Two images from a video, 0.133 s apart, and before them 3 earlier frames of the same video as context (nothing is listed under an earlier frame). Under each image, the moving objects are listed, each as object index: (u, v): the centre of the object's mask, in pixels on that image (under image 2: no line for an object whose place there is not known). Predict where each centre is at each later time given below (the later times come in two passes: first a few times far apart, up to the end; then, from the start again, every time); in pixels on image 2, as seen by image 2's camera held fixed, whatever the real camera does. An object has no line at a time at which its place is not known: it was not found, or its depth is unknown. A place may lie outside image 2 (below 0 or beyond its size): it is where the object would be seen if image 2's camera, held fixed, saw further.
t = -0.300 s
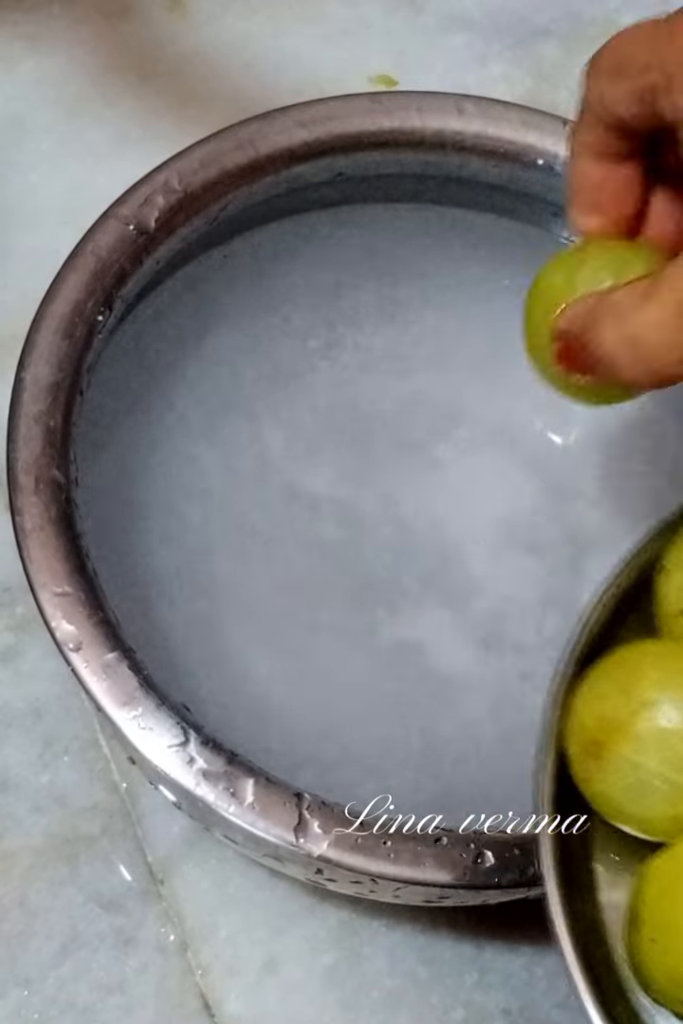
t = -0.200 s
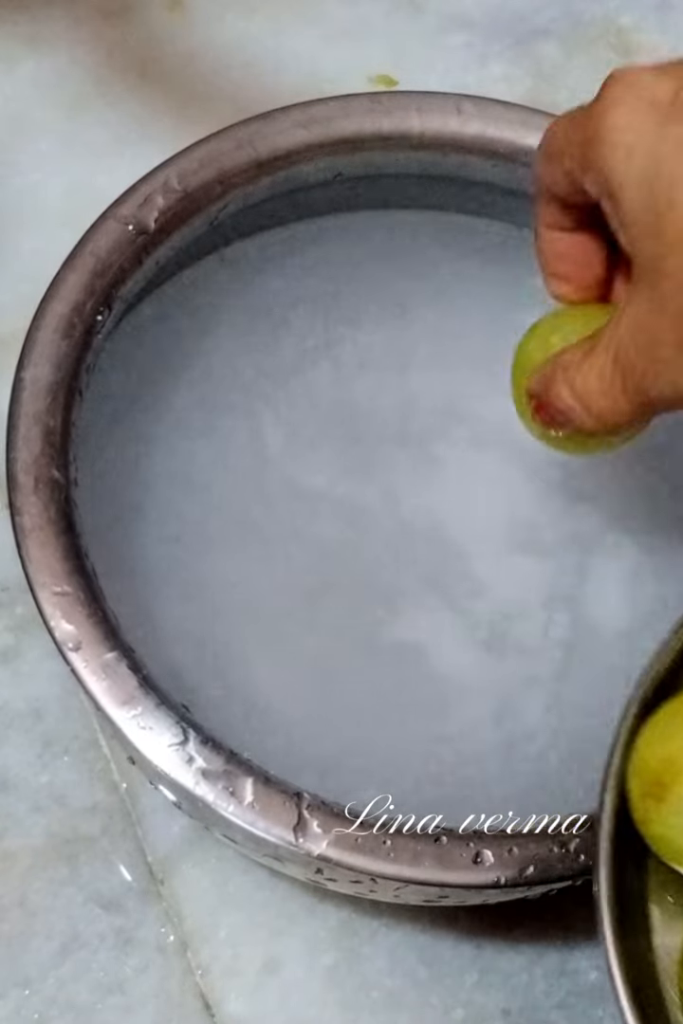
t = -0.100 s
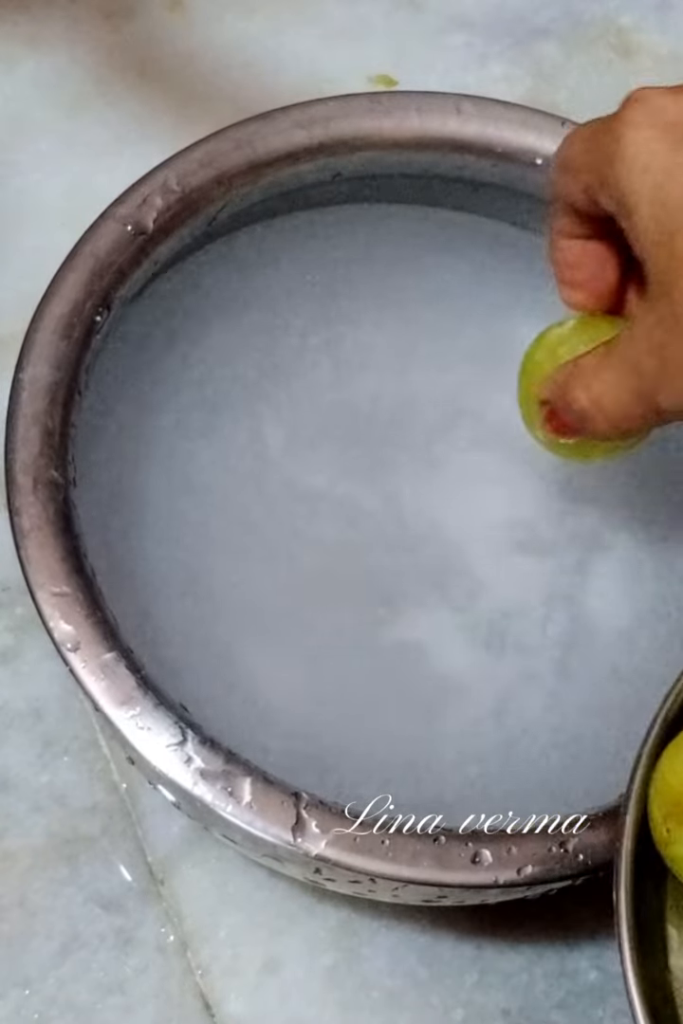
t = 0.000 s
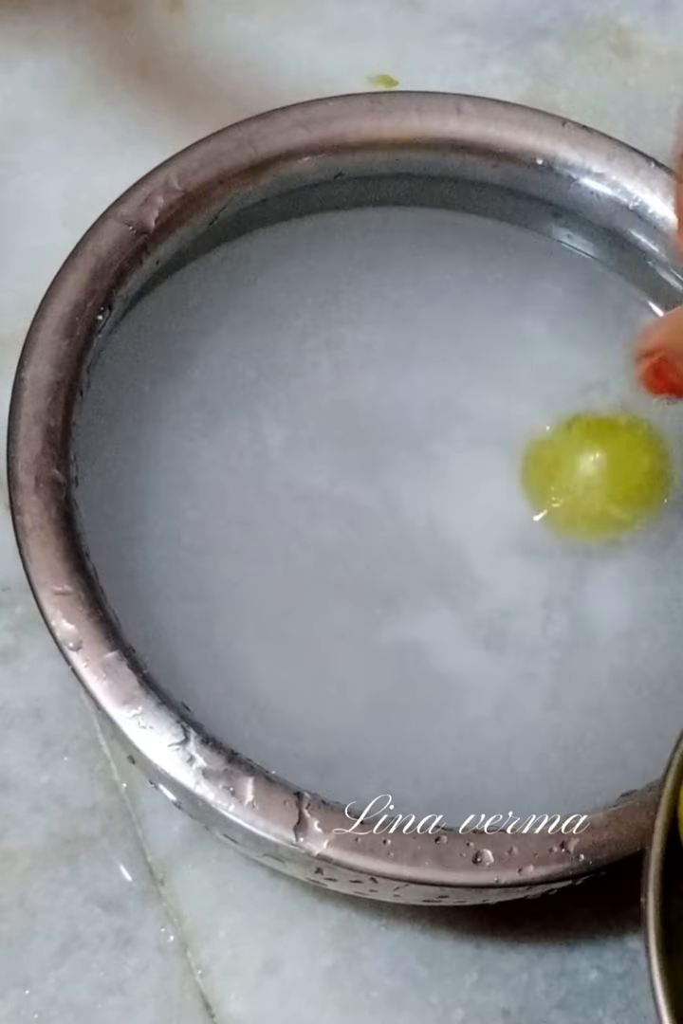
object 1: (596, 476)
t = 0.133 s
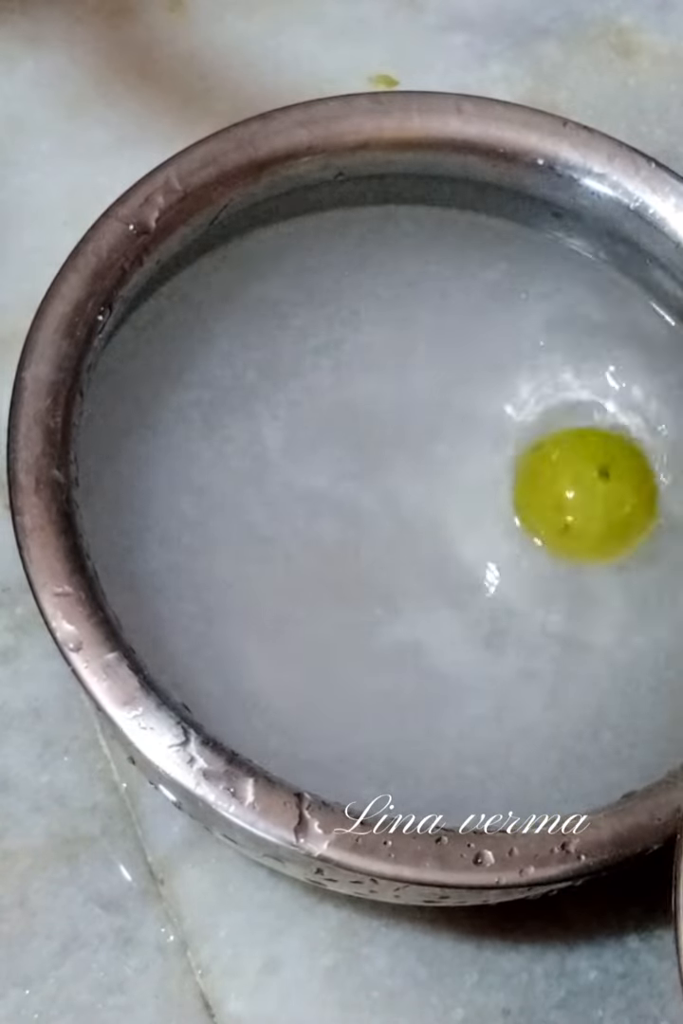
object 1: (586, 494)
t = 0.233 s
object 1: (551, 531)
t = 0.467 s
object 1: (538, 556)
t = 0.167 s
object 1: (569, 521)
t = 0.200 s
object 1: (560, 532)
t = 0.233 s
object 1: (551, 531)
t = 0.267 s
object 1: (549, 535)
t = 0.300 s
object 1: (543, 536)
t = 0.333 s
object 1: (536, 545)
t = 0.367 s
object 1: (535, 548)
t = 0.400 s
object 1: (537, 552)
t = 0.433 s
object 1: (538, 554)
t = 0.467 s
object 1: (538, 556)
